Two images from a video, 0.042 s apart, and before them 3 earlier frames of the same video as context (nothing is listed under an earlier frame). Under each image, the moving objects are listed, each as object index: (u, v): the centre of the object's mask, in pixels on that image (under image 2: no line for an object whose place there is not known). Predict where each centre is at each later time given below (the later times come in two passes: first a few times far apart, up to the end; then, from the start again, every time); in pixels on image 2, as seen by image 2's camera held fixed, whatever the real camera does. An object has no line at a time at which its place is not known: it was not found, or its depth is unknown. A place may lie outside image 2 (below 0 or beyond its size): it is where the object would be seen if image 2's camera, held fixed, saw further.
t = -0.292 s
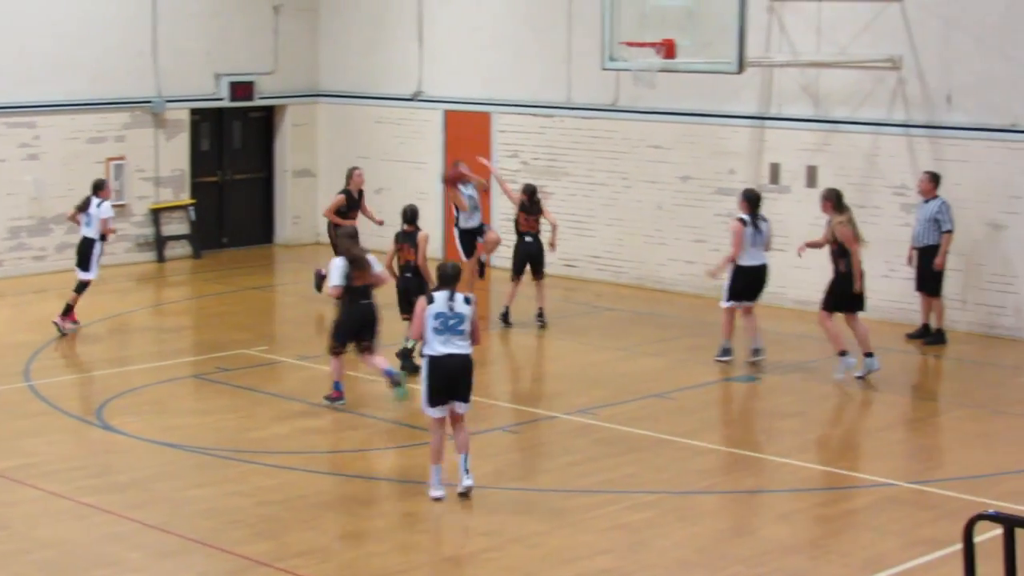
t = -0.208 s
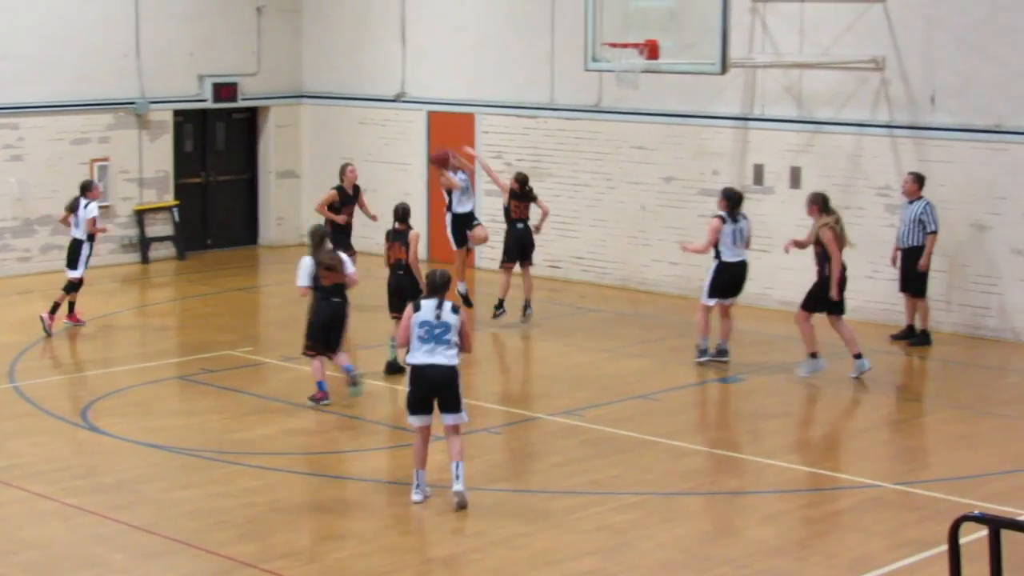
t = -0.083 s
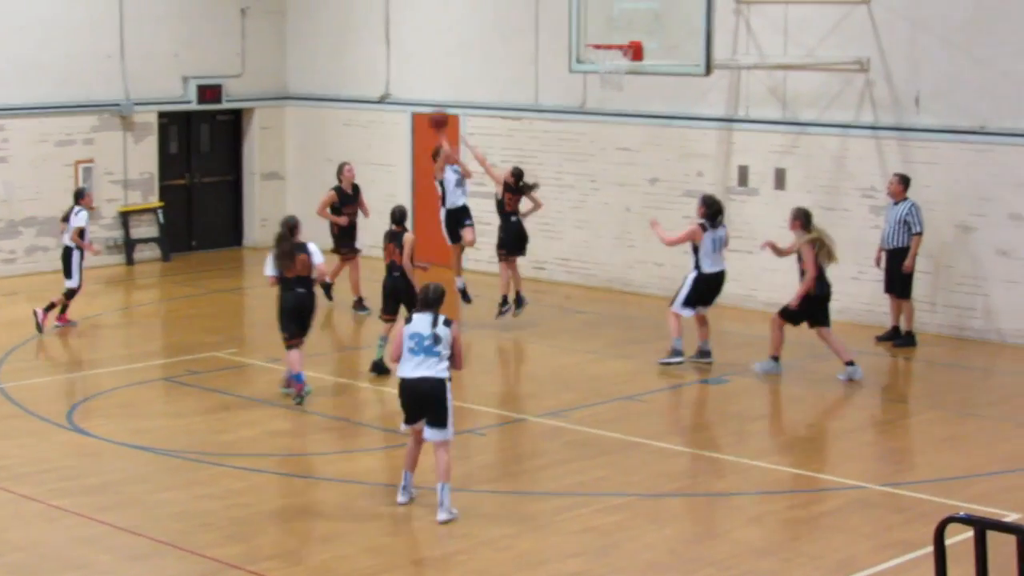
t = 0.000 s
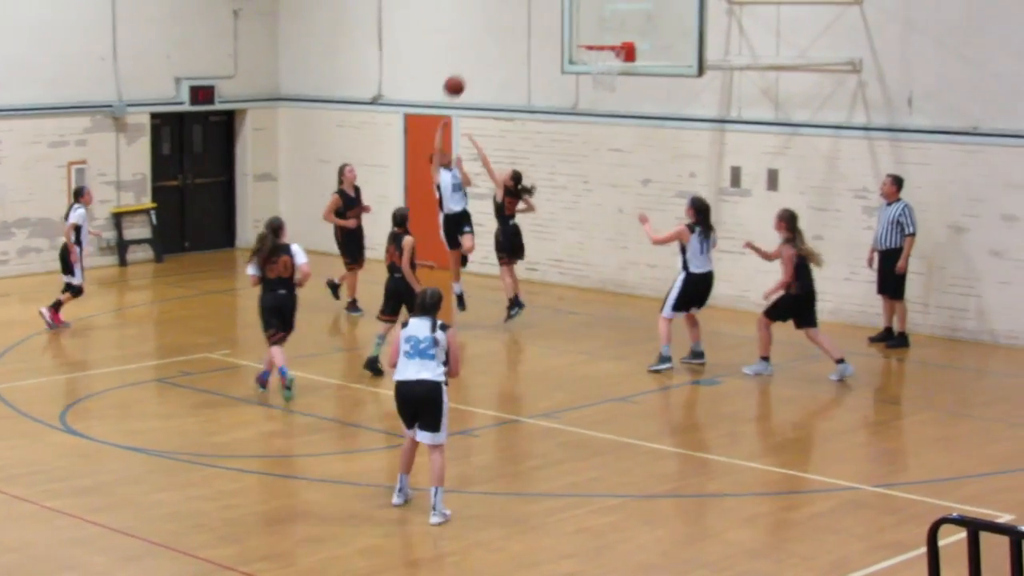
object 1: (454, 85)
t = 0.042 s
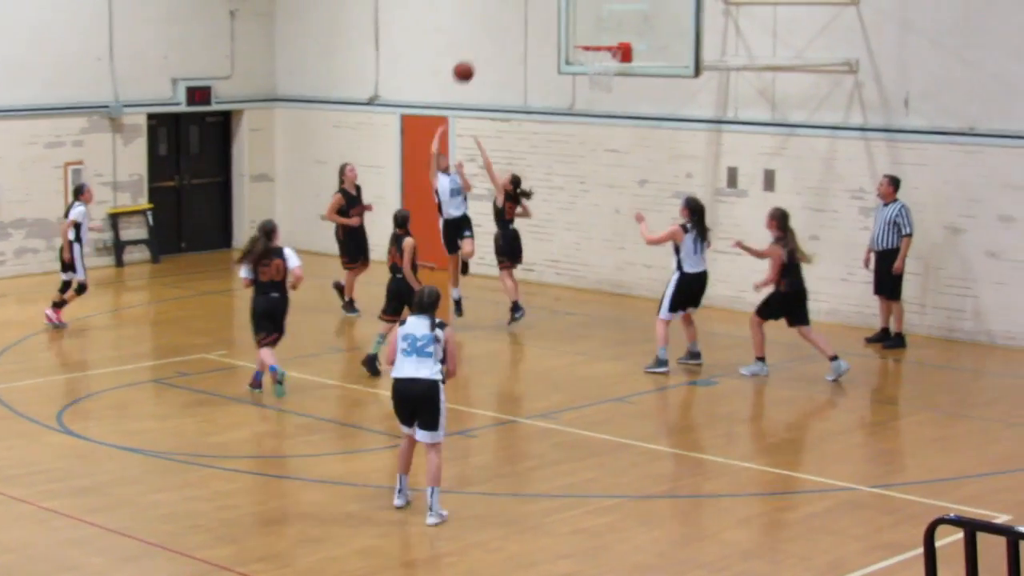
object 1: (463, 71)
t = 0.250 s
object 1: (528, 19)
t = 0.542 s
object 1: (599, 15)
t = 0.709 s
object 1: (608, 50)
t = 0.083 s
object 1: (476, 57)
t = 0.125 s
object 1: (489, 45)
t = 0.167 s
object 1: (502, 35)
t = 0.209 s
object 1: (514, 26)
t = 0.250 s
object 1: (528, 19)
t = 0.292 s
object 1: (540, 13)
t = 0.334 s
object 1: (553, 9)
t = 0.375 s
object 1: (566, 8)
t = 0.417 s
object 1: (579, 6)
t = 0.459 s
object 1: (592, 7)
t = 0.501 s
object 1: (596, 10)
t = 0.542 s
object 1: (599, 15)
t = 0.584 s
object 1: (601, 21)
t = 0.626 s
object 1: (603, 29)
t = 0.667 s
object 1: (606, 36)
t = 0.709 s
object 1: (608, 50)
